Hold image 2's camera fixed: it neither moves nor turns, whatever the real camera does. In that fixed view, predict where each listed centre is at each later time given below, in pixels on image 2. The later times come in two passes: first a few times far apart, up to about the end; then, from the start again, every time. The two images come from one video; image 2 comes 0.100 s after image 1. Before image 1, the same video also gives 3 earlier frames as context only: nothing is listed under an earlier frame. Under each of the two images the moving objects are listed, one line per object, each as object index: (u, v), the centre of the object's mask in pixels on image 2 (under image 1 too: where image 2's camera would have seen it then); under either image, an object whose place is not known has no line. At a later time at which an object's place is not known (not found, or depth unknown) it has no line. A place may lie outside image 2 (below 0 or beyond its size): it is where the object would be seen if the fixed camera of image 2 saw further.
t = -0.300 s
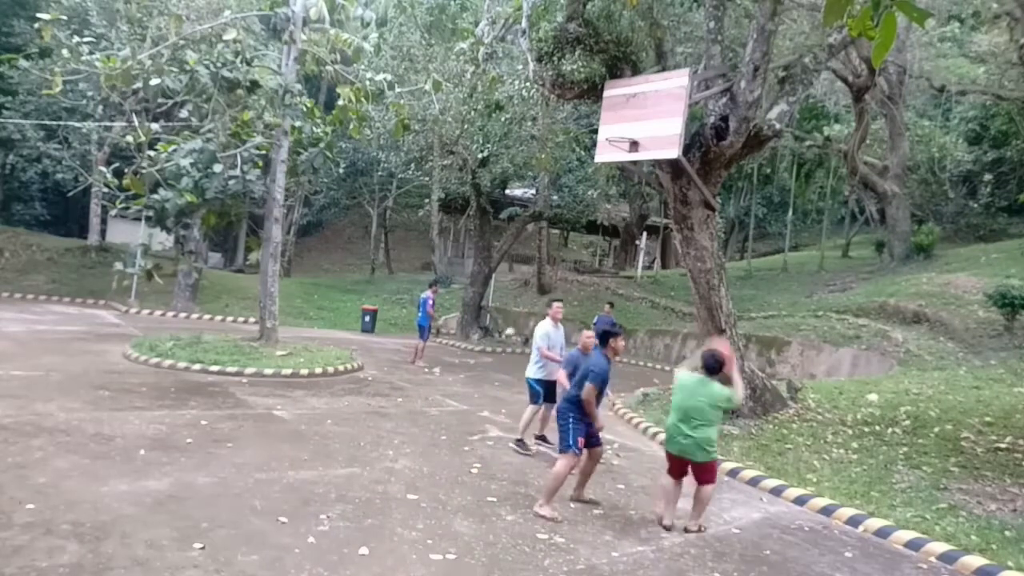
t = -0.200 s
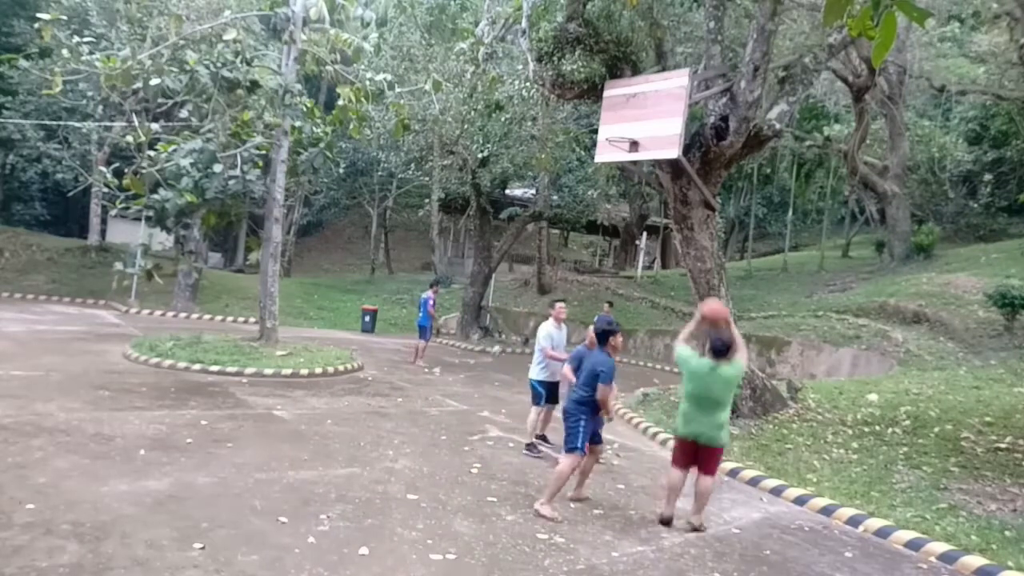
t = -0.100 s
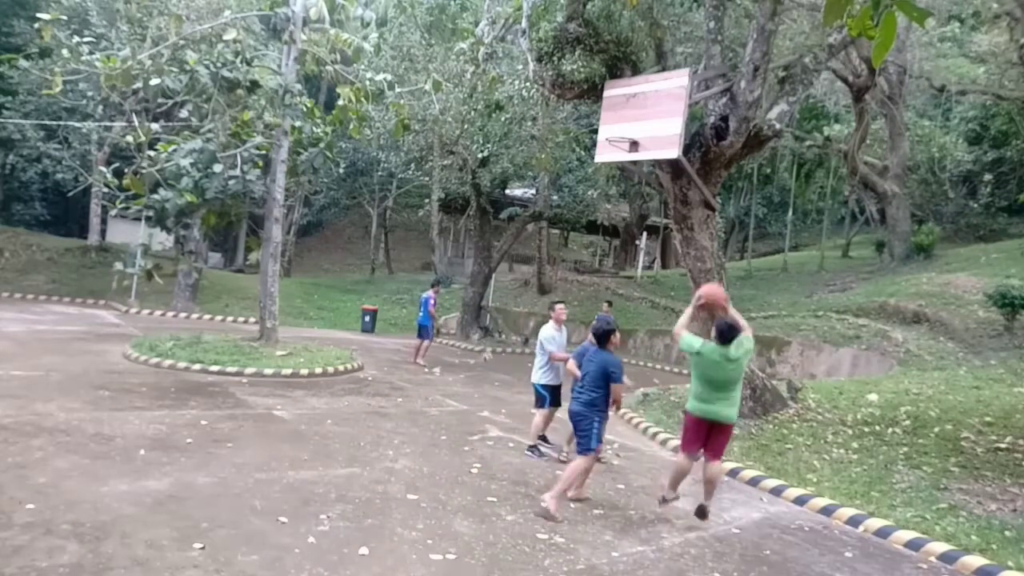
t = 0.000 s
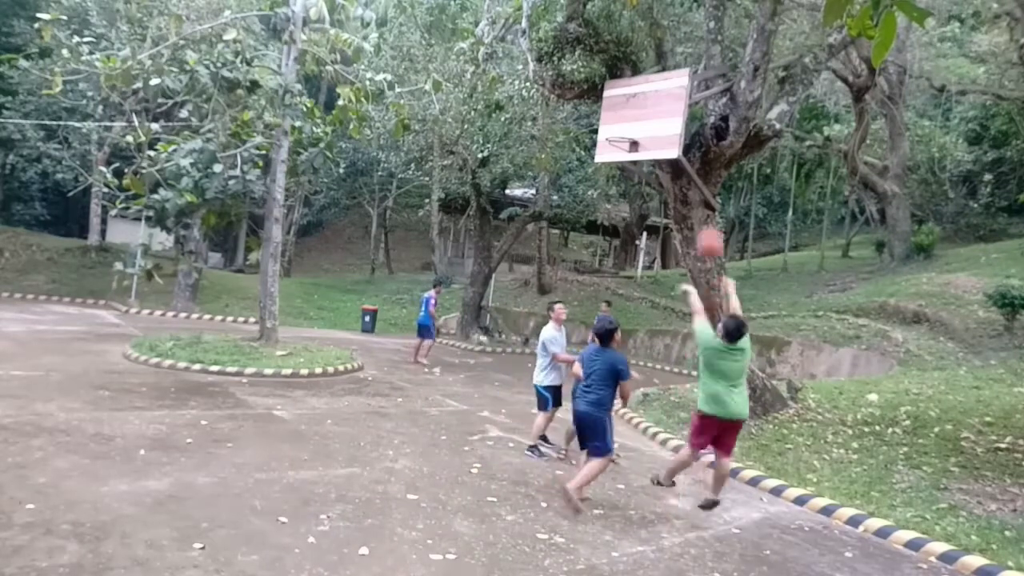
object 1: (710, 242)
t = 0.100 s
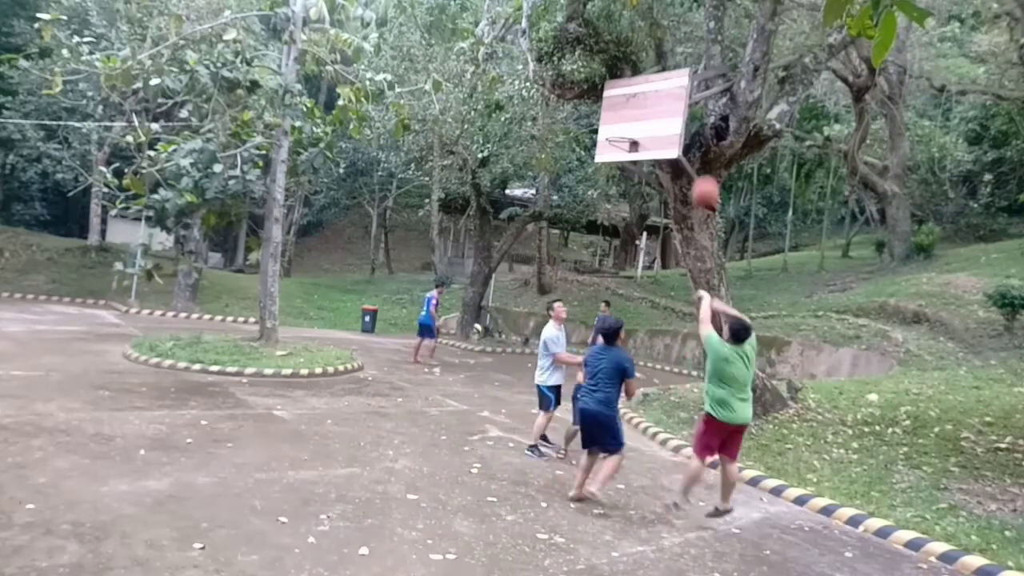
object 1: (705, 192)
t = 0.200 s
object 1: (700, 153)
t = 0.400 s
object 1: (687, 114)
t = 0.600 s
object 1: (669, 114)
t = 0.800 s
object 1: (649, 149)
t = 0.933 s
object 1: (634, 192)
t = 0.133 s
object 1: (704, 177)
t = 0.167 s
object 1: (703, 165)
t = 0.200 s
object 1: (700, 153)
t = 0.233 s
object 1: (698, 144)
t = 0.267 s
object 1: (696, 136)
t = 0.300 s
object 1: (696, 128)
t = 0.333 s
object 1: (692, 121)
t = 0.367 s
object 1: (691, 117)
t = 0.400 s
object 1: (687, 114)
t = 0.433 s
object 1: (685, 112)
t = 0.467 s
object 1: (681, 110)
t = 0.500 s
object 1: (678, 109)
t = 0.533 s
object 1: (676, 110)
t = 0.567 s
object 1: (673, 111)
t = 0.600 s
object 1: (669, 114)
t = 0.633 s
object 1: (666, 117)
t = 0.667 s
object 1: (663, 122)
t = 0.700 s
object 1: (660, 128)
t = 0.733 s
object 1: (656, 135)
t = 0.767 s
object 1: (653, 142)
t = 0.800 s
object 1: (649, 149)
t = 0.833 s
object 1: (645, 159)
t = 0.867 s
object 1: (642, 170)
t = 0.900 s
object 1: (638, 179)
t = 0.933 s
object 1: (634, 192)
